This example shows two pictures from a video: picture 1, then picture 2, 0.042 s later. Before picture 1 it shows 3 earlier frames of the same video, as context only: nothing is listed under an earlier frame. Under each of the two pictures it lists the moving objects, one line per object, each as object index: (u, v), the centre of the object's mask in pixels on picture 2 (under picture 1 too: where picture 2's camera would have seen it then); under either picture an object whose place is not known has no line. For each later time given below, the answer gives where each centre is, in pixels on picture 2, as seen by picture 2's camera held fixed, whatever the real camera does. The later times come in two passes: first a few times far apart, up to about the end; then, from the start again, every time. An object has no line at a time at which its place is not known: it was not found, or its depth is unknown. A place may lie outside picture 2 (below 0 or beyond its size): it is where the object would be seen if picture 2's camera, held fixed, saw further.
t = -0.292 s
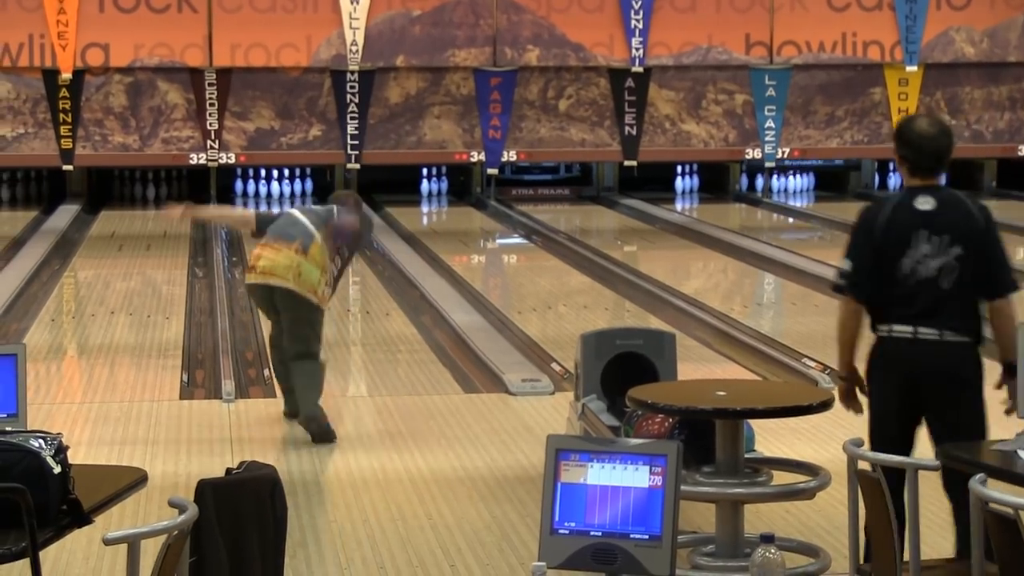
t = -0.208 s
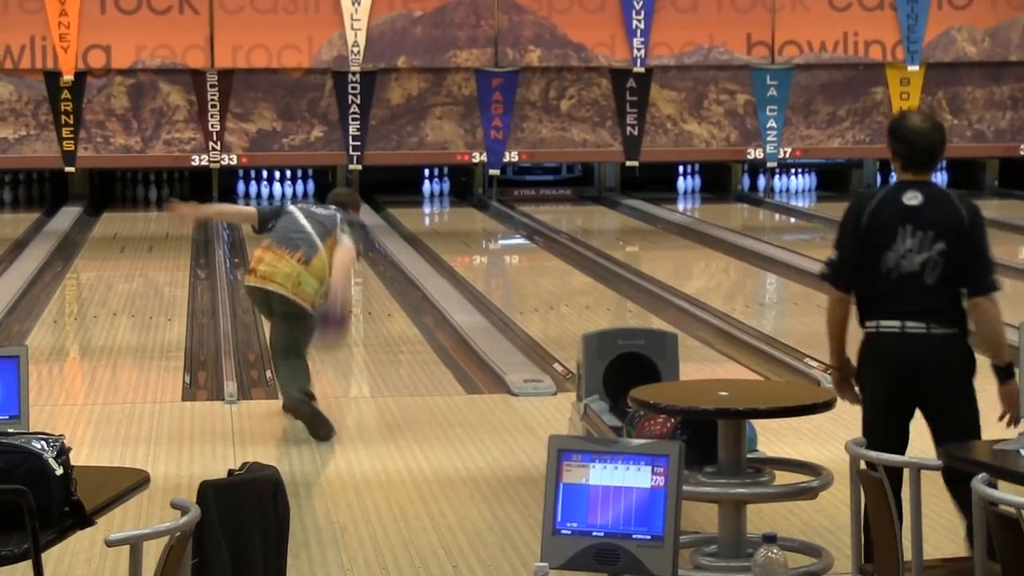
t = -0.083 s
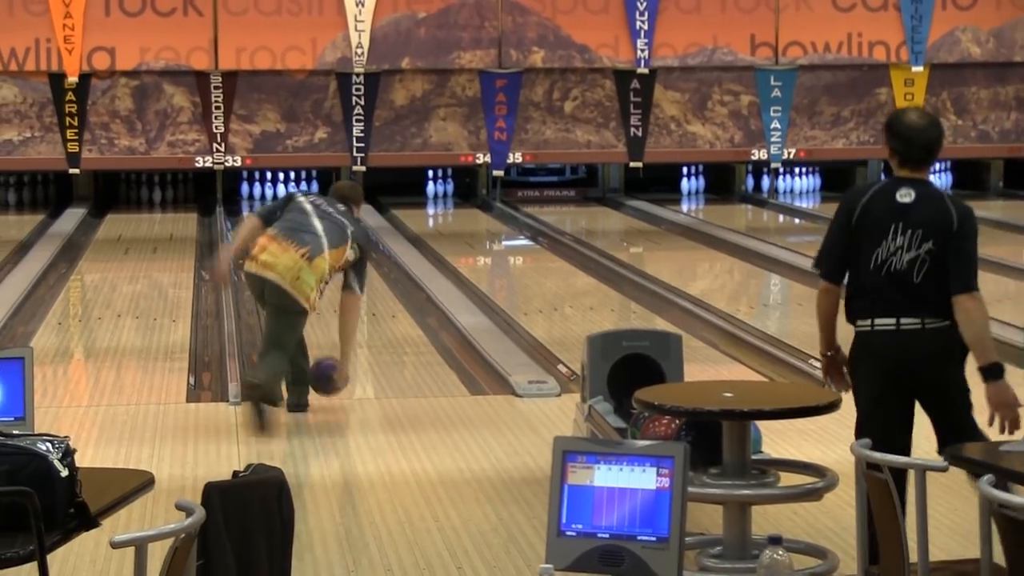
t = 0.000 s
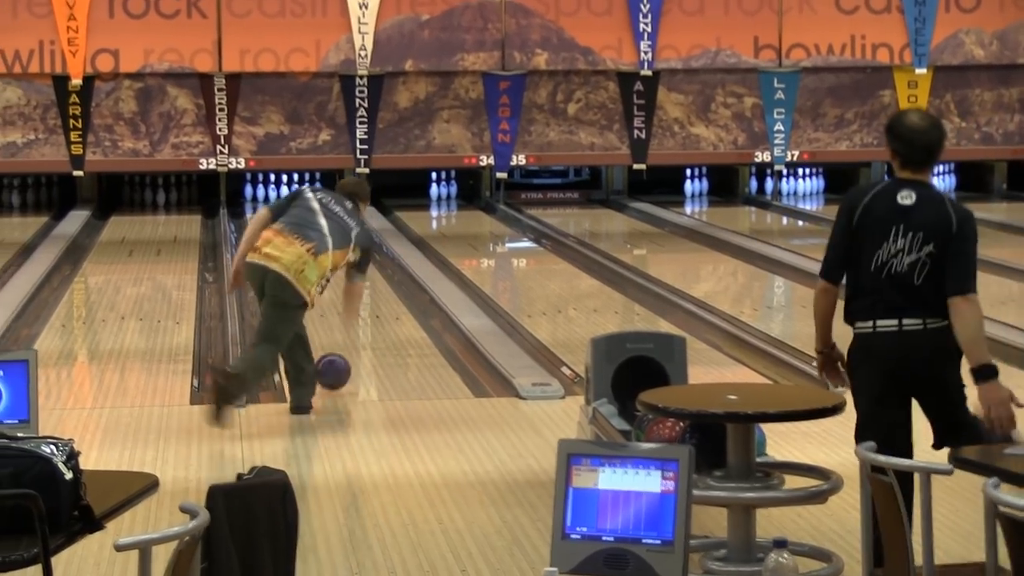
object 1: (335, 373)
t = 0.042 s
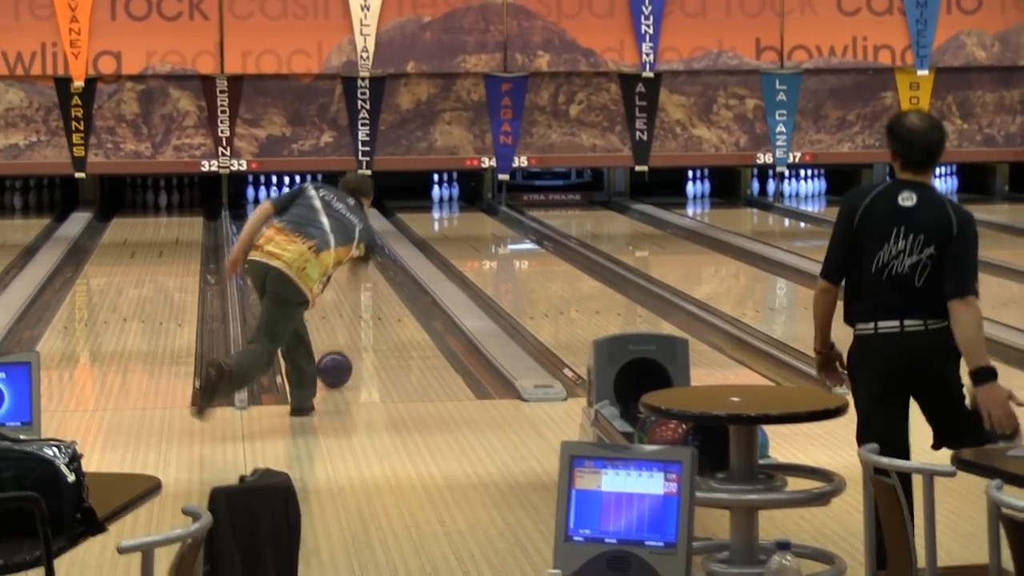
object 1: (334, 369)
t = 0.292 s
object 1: (333, 330)
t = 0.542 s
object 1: (332, 299)
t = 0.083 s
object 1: (334, 362)
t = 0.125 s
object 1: (334, 356)
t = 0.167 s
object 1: (334, 349)
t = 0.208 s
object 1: (334, 342)
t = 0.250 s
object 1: (333, 337)
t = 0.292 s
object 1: (333, 330)
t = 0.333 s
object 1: (333, 325)
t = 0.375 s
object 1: (333, 319)
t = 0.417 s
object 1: (333, 314)
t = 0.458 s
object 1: (333, 309)
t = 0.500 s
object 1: (332, 304)
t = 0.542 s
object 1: (332, 299)
